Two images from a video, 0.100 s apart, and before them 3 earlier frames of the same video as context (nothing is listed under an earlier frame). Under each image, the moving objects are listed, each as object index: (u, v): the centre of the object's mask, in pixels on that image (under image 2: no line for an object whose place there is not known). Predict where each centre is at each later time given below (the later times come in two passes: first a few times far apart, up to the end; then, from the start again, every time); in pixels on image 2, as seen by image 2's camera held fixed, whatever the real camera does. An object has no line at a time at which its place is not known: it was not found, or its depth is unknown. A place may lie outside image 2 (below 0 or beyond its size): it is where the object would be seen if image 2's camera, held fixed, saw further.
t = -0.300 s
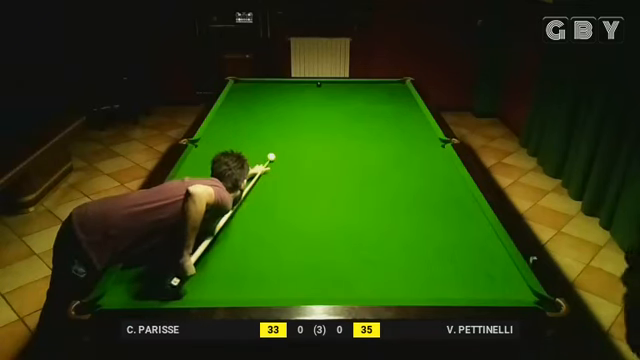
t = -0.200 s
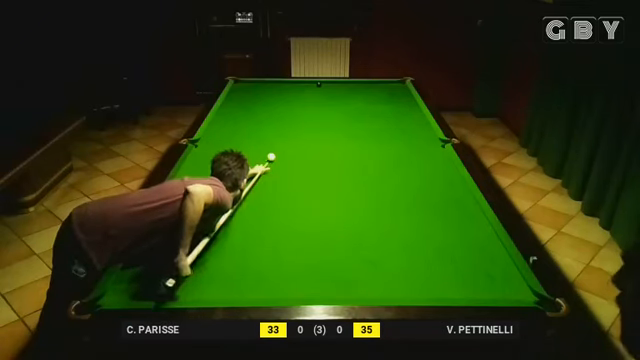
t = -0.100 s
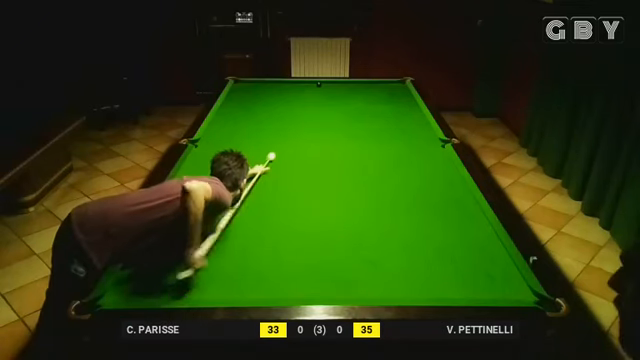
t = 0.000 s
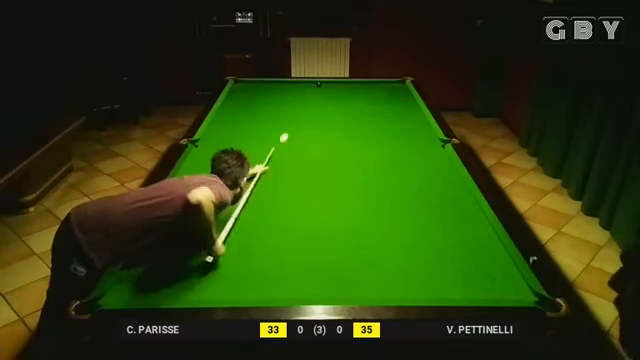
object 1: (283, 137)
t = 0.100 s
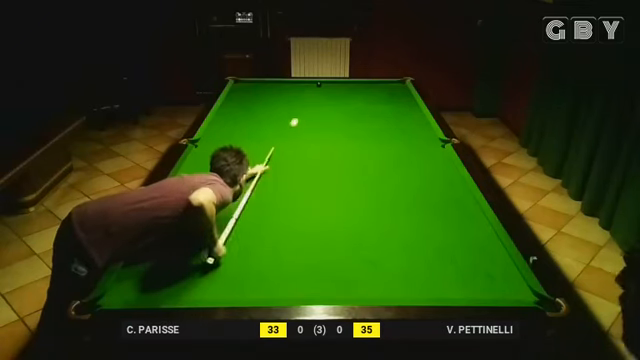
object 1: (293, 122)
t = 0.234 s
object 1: (304, 106)
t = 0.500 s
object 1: (319, 84)
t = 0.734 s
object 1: (337, 85)
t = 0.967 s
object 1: (358, 83)
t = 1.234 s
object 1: (380, 81)
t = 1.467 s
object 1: (397, 82)
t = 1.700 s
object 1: (397, 81)
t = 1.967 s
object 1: (394, 82)
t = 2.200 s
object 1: (391, 83)
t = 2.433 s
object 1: (389, 84)
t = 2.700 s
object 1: (386, 85)
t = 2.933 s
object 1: (384, 86)
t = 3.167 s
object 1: (382, 87)
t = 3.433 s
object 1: (380, 87)
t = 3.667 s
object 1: (379, 88)
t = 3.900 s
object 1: (378, 88)
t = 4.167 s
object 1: (377, 88)
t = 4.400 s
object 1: (377, 89)
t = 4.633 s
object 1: (376, 89)
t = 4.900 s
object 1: (376, 89)
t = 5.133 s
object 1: (376, 89)
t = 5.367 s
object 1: (376, 89)
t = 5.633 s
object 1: (376, 89)
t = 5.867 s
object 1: (376, 89)
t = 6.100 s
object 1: (376, 89)
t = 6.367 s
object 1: (376, 89)
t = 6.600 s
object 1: (376, 89)
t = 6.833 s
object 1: (376, 89)
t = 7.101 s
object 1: (376, 89)
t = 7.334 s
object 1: (376, 89)
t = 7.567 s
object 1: (376, 89)
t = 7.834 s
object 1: (376, 89)
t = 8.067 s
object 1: (376, 89)
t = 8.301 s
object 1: (376, 89)
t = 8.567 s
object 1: (376, 89)
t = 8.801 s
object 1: (376, 89)
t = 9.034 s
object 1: (376, 89)
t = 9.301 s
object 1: (376, 89)
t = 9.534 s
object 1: (376, 89)
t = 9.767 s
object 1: (376, 89)
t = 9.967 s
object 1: (376, 89)
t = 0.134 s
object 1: (296, 118)
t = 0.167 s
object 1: (299, 114)
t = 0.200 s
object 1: (302, 110)
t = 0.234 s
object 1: (304, 106)
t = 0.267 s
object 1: (307, 103)
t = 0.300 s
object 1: (309, 100)
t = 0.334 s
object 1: (311, 97)
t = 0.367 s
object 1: (313, 94)
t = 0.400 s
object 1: (314, 91)
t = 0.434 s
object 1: (316, 89)
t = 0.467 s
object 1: (317, 86)
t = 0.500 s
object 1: (319, 84)
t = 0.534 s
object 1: (320, 85)
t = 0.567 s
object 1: (322, 85)
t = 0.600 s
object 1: (324, 84)
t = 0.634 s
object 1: (327, 85)
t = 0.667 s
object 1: (331, 84)
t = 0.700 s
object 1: (334, 84)
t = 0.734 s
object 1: (337, 85)
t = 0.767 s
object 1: (340, 85)
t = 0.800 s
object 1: (344, 84)
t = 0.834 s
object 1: (346, 84)
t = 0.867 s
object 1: (349, 84)
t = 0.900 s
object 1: (352, 84)
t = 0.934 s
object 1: (355, 84)
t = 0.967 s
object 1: (358, 83)
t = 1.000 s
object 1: (360, 83)
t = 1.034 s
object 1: (364, 83)
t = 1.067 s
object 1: (366, 83)
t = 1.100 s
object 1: (369, 83)
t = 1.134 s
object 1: (372, 83)
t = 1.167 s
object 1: (374, 82)
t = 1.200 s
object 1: (377, 82)
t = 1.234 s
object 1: (380, 81)
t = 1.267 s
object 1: (382, 81)
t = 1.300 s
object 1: (385, 81)
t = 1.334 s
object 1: (388, 81)
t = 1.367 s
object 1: (390, 81)
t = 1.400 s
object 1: (393, 81)
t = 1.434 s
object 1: (395, 82)
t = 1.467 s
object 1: (397, 82)
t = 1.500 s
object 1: (399, 82)
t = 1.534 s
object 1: (402, 82)
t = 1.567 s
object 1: (402, 82)
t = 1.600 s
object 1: (401, 82)
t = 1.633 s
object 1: (399, 82)
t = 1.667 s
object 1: (398, 82)
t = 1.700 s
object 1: (397, 81)
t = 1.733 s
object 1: (396, 81)
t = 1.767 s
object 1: (396, 81)
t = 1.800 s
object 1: (396, 81)
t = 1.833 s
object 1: (395, 82)
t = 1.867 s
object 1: (394, 82)
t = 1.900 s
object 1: (394, 82)
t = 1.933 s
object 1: (394, 82)
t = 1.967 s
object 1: (394, 82)
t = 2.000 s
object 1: (393, 82)
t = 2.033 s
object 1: (393, 82)
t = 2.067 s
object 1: (392, 83)
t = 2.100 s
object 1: (392, 83)
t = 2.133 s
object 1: (391, 83)
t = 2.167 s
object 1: (391, 83)
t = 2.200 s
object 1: (391, 83)
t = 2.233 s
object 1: (390, 84)
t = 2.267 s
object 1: (390, 84)
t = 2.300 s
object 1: (390, 84)
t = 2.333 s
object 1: (389, 84)
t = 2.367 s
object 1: (389, 84)
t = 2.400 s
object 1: (389, 84)
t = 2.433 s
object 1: (389, 84)
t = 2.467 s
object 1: (388, 84)
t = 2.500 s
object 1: (388, 85)
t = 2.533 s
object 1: (387, 85)
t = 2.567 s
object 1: (387, 85)
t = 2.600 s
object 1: (387, 85)
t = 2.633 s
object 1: (386, 85)
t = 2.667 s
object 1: (386, 85)
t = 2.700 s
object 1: (386, 85)
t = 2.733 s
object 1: (386, 85)
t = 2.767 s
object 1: (385, 85)
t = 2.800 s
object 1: (385, 85)
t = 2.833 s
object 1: (385, 85)
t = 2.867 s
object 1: (384, 86)
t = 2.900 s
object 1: (384, 86)
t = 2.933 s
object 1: (384, 86)
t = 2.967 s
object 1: (383, 86)
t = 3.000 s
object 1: (383, 86)
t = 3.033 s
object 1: (383, 87)
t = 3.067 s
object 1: (383, 87)
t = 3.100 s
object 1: (383, 87)
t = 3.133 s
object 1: (382, 86)
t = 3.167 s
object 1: (382, 87)
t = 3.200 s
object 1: (382, 87)
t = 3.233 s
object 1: (381, 87)
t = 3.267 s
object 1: (381, 87)
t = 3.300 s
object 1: (381, 87)
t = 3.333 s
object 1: (381, 87)
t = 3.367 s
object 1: (380, 87)
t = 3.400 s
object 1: (380, 87)
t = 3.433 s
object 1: (380, 87)
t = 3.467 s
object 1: (380, 87)
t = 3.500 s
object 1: (380, 87)
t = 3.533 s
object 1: (380, 88)
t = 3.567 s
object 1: (380, 88)
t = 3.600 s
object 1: (379, 88)
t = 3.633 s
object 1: (379, 88)
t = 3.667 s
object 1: (379, 88)
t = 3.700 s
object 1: (379, 88)
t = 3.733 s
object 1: (379, 88)
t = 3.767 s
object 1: (379, 88)
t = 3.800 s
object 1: (378, 88)
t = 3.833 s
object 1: (378, 88)
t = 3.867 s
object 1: (378, 88)
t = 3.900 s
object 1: (378, 88)
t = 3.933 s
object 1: (378, 88)
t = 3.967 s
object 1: (378, 88)
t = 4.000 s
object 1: (378, 88)
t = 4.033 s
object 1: (378, 88)
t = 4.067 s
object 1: (378, 88)
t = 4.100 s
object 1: (377, 88)
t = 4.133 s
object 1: (377, 88)
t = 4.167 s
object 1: (377, 88)
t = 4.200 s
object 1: (377, 88)
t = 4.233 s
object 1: (377, 89)
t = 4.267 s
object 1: (377, 88)
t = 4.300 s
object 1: (377, 89)
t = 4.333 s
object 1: (377, 89)
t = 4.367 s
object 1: (377, 89)
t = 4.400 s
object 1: (377, 89)
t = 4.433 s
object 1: (376, 89)
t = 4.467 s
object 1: (376, 89)
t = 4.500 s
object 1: (376, 89)
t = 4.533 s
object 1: (376, 89)
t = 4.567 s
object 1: (376, 89)
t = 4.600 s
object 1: (376, 89)
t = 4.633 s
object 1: (376, 89)
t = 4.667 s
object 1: (376, 89)
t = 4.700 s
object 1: (376, 89)
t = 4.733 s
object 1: (376, 89)
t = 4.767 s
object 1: (376, 89)
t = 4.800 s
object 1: (376, 89)
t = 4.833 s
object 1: (376, 89)
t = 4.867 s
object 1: (376, 89)
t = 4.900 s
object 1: (376, 89)
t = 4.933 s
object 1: (376, 89)
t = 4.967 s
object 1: (376, 89)
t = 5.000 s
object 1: (376, 89)
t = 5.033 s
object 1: (376, 89)
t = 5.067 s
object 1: (376, 89)
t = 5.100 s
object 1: (376, 89)
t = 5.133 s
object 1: (376, 89)
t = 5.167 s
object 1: (376, 89)
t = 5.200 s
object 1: (376, 89)
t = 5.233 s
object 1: (376, 89)
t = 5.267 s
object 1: (376, 89)
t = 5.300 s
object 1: (376, 89)
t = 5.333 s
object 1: (376, 89)
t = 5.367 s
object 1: (376, 89)
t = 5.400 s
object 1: (376, 89)
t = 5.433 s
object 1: (376, 89)
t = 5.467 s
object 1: (376, 89)
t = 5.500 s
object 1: (376, 89)
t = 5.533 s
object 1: (376, 89)
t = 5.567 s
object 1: (376, 89)
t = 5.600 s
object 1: (376, 89)
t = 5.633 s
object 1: (376, 89)
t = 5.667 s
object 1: (376, 89)
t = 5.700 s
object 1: (376, 89)
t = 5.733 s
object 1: (376, 89)
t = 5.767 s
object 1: (376, 89)
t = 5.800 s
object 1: (376, 89)
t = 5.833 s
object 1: (376, 89)
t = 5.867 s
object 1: (376, 89)
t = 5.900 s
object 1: (376, 89)
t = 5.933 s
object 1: (376, 89)
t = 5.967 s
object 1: (376, 89)
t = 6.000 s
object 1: (376, 89)
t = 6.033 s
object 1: (376, 89)
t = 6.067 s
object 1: (376, 89)
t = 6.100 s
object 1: (376, 89)
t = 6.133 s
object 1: (376, 89)
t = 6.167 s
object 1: (376, 89)
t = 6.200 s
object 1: (376, 89)
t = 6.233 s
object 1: (376, 88)
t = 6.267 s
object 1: (376, 89)
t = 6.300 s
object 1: (376, 88)
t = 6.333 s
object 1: (376, 89)
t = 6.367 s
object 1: (376, 89)
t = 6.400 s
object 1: (376, 89)
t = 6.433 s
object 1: (376, 89)
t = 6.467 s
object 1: (376, 89)
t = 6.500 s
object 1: (376, 89)
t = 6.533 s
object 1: (376, 89)
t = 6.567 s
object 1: (376, 89)
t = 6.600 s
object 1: (376, 89)
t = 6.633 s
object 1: (376, 89)
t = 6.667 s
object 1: (376, 89)
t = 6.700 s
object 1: (376, 89)
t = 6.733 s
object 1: (376, 89)
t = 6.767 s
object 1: (376, 89)
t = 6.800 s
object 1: (376, 89)
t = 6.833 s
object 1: (376, 89)
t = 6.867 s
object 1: (376, 89)
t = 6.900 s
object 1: (376, 89)
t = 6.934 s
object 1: (376, 89)
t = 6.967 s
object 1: (376, 89)
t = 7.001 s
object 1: (376, 89)
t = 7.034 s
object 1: (376, 89)
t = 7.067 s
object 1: (376, 89)
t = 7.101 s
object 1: (376, 89)
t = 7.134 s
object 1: (376, 89)
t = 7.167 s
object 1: (376, 89)
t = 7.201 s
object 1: (376, 89)
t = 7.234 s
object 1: (376, 89)
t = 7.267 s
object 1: (376, 89)
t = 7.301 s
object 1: (376, 89)
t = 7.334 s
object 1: (376, 89)
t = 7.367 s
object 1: (376, 89)
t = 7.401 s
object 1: (376, 89)
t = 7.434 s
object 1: (376, 89)
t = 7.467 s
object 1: (376, 89)
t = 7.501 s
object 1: (376, 89)
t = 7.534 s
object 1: (376, 89)
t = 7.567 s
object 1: (376, 89)
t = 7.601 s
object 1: (376, 89)
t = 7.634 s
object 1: (376, 89)
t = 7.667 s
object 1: (376, 89)
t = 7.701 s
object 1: (376, 89)
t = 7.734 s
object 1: (376, 89)
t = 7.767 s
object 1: (376, 89)
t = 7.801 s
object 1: (376, 89)
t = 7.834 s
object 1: (376, 89)
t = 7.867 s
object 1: (376, 89)
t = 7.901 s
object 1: (376, 89)
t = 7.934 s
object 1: (376, 89)
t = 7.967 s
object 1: (376, 89)
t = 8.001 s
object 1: (376, 89)
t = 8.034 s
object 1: (376, 89)
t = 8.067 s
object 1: (376, 89)
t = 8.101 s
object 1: (376, 89)
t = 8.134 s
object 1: (376, 89)
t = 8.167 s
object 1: (376, 89)
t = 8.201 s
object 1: (376, 89)
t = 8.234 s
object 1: (376, 89)
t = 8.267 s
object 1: (376, 89)
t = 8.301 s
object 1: (376, 89)
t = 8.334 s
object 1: (376, 89)
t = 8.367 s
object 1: (376, 89)
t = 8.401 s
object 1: (376, 89)
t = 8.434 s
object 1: (376, 89)
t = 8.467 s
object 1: (376, 89)
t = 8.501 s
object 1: (376, 89)
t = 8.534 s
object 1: (376, 89)
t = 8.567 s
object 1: (376, 89)
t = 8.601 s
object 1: (376, 89)
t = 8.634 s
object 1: (376, 89)
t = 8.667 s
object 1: (376, 89)
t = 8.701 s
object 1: (376, 89)
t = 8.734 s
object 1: (376, 89)
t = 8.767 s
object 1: (376, 89)
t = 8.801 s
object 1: (376, 89)
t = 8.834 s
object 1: (376, 89)
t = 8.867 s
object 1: (376, 89)
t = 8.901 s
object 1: (376, 89)
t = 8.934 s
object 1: (376, 89)
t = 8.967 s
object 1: (376, 89)
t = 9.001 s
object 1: (376, 89)
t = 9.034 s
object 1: (376, 89)
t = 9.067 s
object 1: (376, 89)
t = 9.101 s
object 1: (376, 89)
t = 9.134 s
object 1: (376, 89)
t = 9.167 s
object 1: (376, 89)
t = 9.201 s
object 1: (376, 89)
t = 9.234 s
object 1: (376, 89)
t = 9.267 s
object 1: (376, 89)
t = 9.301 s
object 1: (376, 89)
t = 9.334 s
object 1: (376, 89)
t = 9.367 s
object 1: (376, 89)
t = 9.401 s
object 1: (376, 89)
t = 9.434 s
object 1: (376, 89)
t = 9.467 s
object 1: (376, 89)
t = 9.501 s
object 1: (376, 89)
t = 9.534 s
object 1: (376, 89)
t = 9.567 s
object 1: (376, 89)
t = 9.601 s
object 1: (376, 89)
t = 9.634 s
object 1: (376, 89)
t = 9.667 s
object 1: (376, 89)
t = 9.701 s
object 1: (376, 89)
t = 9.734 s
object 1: (376, 89)
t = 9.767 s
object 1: (376, 89)
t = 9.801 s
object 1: (376, 89)
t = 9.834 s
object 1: (376, 89)
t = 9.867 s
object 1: (376, 89)
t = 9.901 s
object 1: (376, 89)
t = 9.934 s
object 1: (376, 89)
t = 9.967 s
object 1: (376, 89)
